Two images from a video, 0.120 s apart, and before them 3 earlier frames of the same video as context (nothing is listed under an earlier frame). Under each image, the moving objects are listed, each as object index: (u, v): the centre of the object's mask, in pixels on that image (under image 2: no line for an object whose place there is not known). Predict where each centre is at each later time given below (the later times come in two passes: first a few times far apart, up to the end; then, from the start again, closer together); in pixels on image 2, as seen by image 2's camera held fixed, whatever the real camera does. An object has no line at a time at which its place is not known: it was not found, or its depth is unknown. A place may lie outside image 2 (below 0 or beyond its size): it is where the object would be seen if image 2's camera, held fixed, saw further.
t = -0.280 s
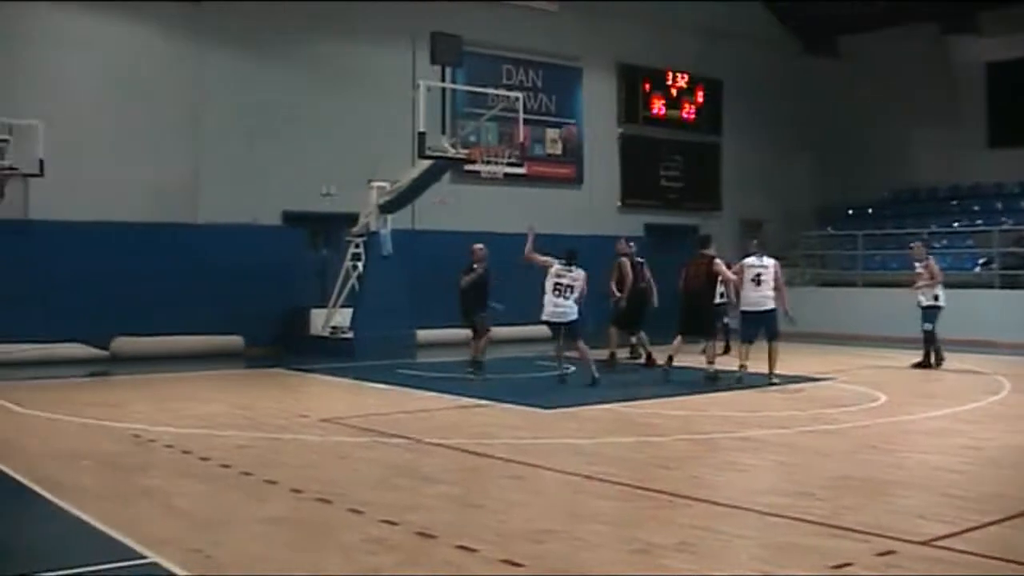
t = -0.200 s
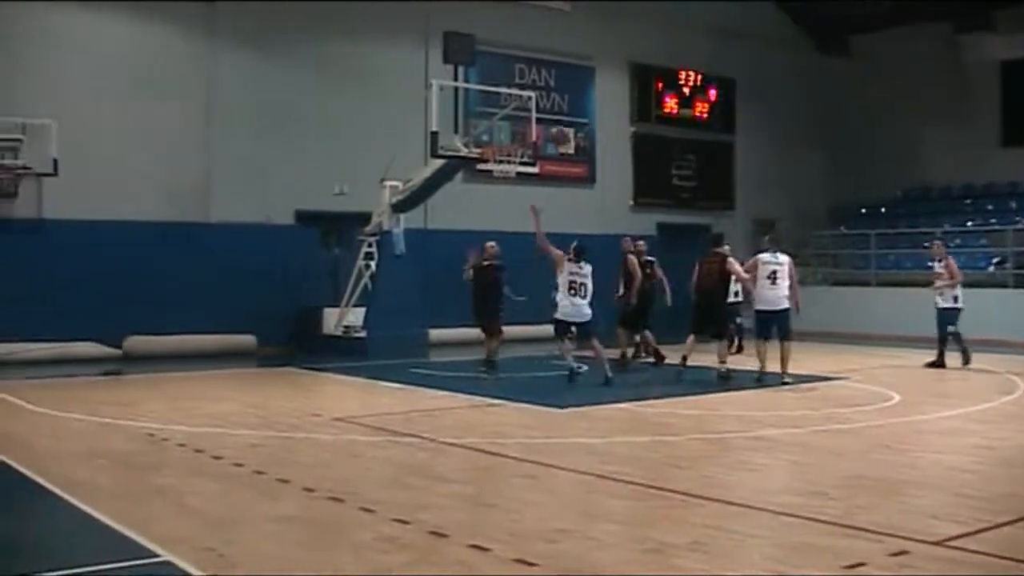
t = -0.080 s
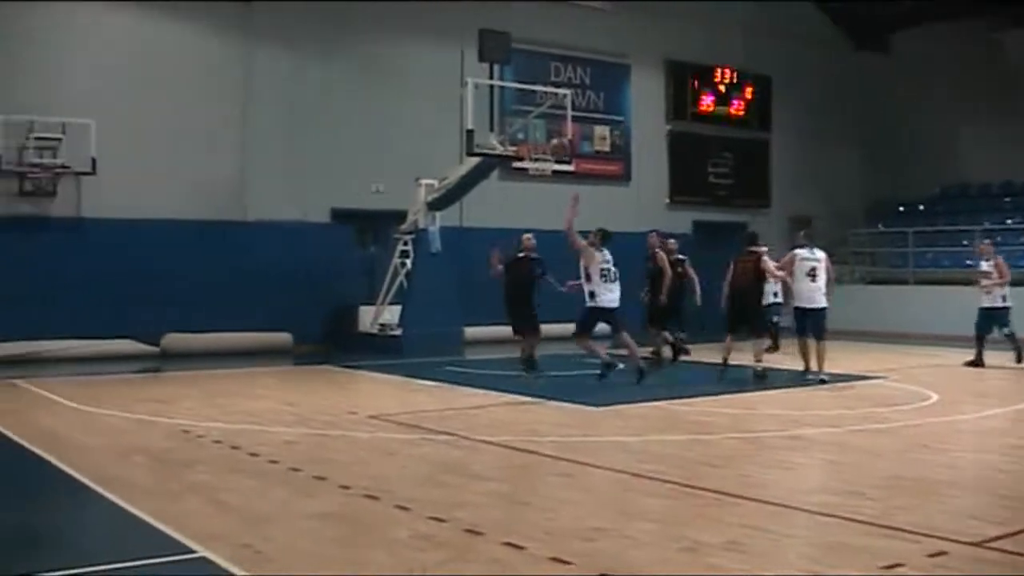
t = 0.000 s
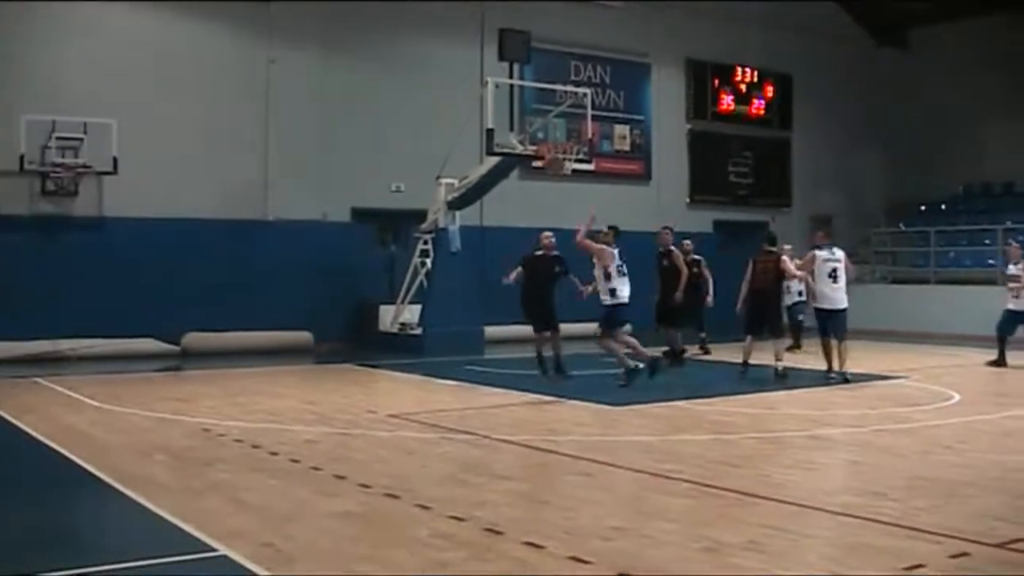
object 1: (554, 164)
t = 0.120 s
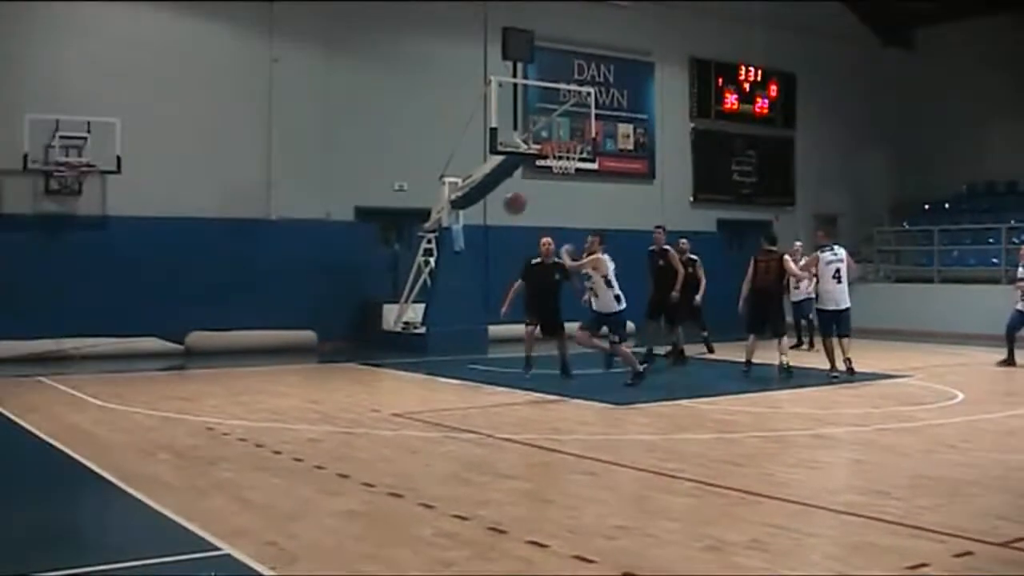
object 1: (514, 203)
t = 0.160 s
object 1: (499, 219)
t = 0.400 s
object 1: (397, 373)
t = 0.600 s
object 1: (345, 326)
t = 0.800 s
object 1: (297, 243)
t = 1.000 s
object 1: (245, 207)
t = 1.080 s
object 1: (223, 206)
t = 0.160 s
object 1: (499, 219)
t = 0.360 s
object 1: (416, 342)
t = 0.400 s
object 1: (397, 373)
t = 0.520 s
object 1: (360, 370)
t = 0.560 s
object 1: (351, 348)
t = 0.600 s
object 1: (345, 326)
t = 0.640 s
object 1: (335, 307)
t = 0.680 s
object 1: (326, 288)
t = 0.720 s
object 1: (317, 271)
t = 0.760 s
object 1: (308, 257)
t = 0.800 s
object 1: (297, 243)
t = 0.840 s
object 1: (288, 232)
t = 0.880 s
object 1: (277, 224)
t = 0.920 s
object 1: (266, 216)
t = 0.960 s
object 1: (256, 210)
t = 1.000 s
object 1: (245, 207)
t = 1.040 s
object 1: (232, 205)
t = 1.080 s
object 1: (223, 206)
